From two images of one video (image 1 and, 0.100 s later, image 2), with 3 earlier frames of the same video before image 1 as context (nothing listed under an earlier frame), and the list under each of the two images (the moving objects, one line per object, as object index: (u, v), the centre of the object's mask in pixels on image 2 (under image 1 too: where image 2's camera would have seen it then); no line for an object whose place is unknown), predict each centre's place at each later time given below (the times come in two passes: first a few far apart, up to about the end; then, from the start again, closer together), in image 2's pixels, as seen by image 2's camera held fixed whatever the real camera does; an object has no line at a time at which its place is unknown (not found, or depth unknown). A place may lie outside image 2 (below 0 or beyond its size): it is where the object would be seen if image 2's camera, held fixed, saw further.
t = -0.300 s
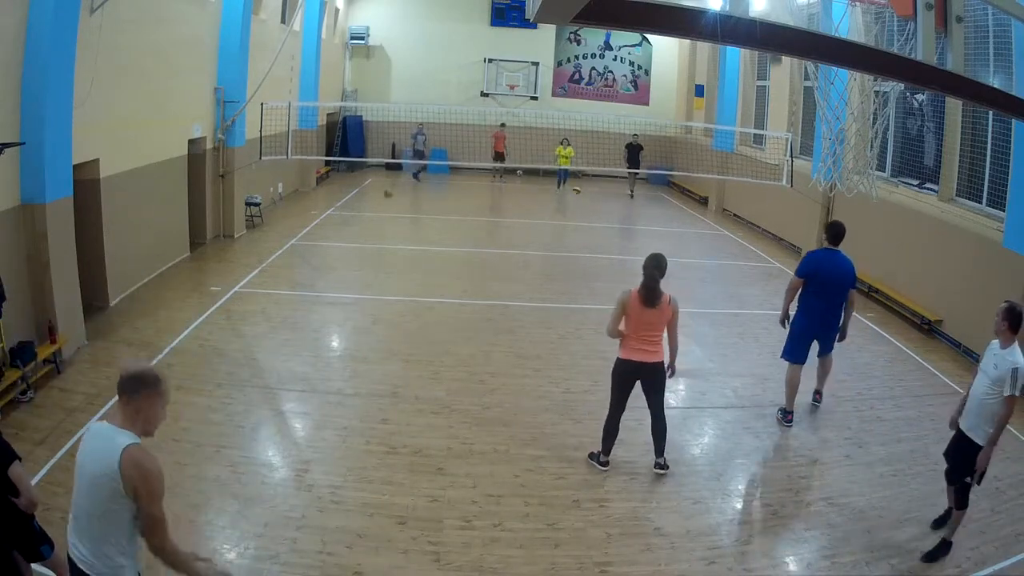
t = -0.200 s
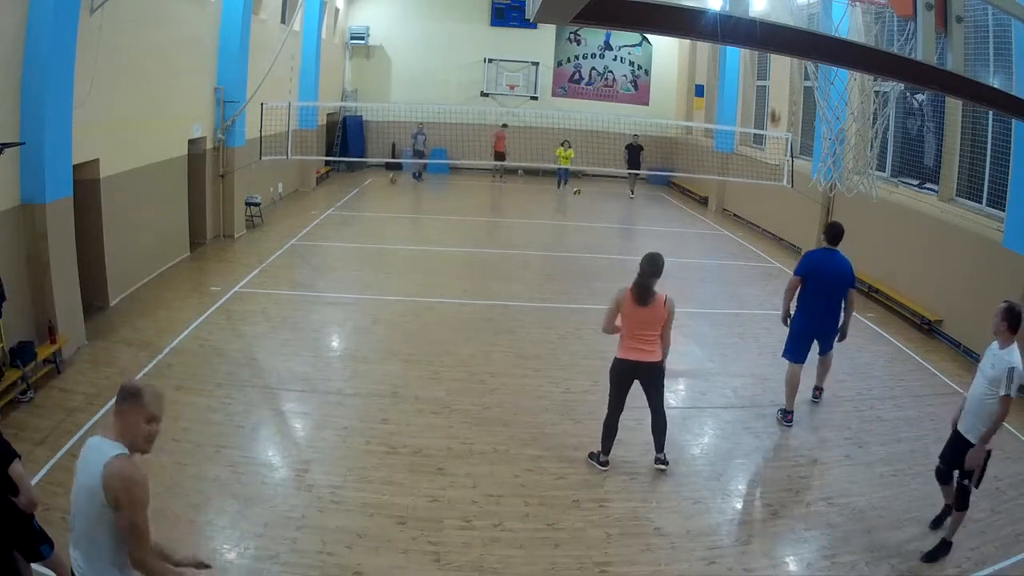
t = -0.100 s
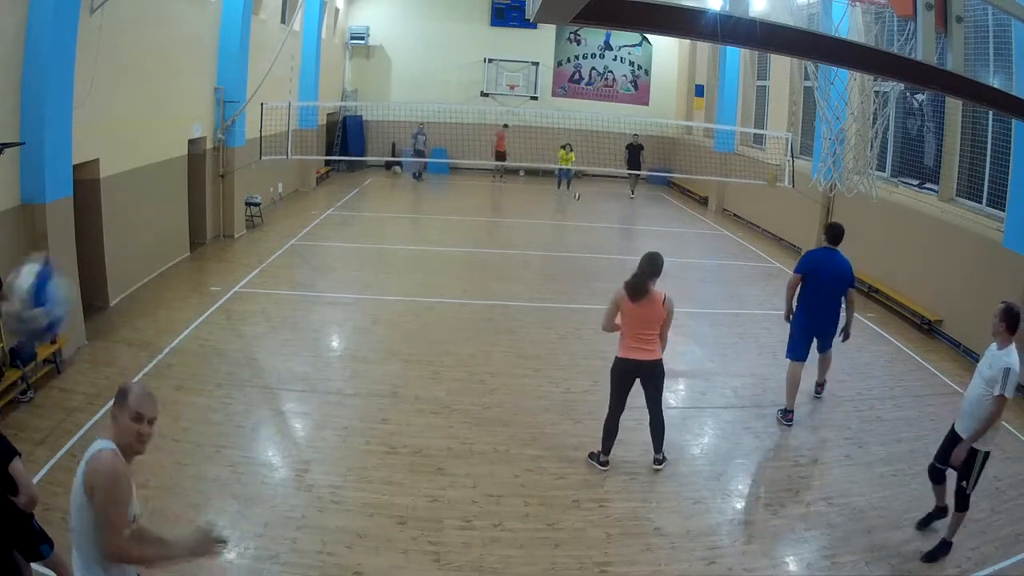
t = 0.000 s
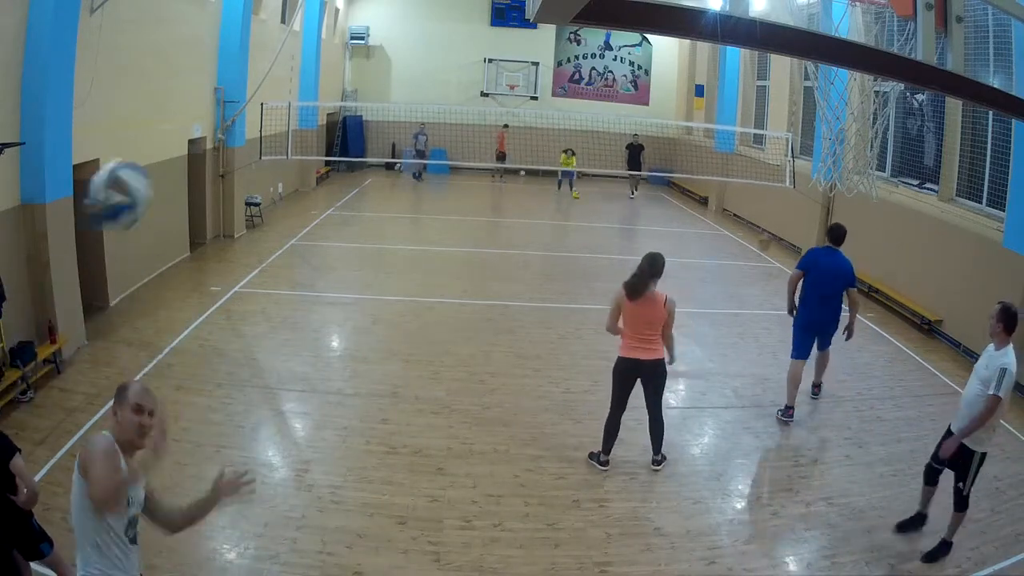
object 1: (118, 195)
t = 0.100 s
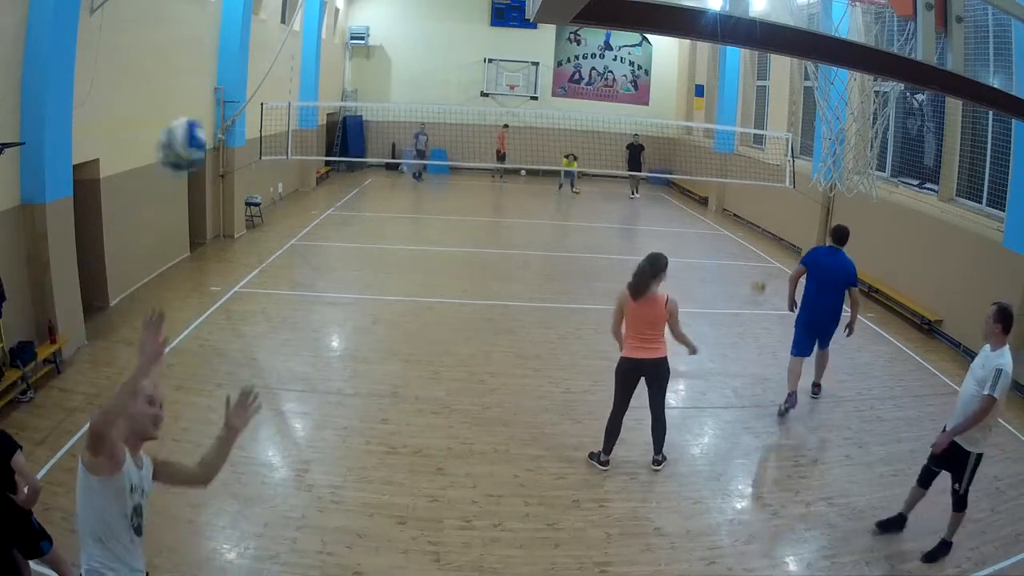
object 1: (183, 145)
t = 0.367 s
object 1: (279, 153)
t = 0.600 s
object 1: (319, 224)
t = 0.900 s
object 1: (350, 336)
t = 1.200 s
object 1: (357, 231)
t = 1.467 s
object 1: (363, 203)
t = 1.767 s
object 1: (368, 247)
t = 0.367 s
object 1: (279, 153)
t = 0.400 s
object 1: (287, 160)
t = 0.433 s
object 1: (292, 167)
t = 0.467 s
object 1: (302, 177)
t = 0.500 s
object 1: (305, 189)
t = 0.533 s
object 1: (310, 200)
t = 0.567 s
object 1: (315, 213)
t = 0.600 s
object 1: (319, 224)
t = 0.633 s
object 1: (325, 237)
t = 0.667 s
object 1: (327, 252)
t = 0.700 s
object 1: (331, 262)
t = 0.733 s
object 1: (335, 277)
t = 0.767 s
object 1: (339, 290)
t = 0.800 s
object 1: (342, 304)
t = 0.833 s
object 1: (344, 318)
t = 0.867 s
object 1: (348, 332)
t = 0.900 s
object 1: (350, 336)
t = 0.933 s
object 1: (350, 322)
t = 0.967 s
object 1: (351, 309)
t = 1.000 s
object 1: (351, 295)
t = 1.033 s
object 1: (353, 279)
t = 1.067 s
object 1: (354, 268)
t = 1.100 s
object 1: (355, 258)
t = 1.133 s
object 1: (355, 248)
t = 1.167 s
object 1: (356, 239)
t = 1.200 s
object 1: (357, 231)
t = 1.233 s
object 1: (357, 223)
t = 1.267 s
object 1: (358, 217)
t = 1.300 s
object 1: (358, 214)
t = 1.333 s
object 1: (360, 210)
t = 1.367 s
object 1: (360, 208)
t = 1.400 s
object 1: (361, 205)
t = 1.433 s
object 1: (362, 204)
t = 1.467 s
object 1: (363, 203)
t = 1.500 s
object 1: (364, 205)
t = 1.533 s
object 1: (364, 207)
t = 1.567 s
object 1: (365, 211)
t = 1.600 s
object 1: (365, 214)
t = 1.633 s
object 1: (365, 219)
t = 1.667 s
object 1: (366, 226)
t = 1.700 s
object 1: (366, 231)
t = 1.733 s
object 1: (367, 239)
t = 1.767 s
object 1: (368, 247)
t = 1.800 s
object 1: (368, 255)
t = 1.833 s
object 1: (369, 265)
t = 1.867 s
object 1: (369, 276)
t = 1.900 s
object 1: (370, 288)
